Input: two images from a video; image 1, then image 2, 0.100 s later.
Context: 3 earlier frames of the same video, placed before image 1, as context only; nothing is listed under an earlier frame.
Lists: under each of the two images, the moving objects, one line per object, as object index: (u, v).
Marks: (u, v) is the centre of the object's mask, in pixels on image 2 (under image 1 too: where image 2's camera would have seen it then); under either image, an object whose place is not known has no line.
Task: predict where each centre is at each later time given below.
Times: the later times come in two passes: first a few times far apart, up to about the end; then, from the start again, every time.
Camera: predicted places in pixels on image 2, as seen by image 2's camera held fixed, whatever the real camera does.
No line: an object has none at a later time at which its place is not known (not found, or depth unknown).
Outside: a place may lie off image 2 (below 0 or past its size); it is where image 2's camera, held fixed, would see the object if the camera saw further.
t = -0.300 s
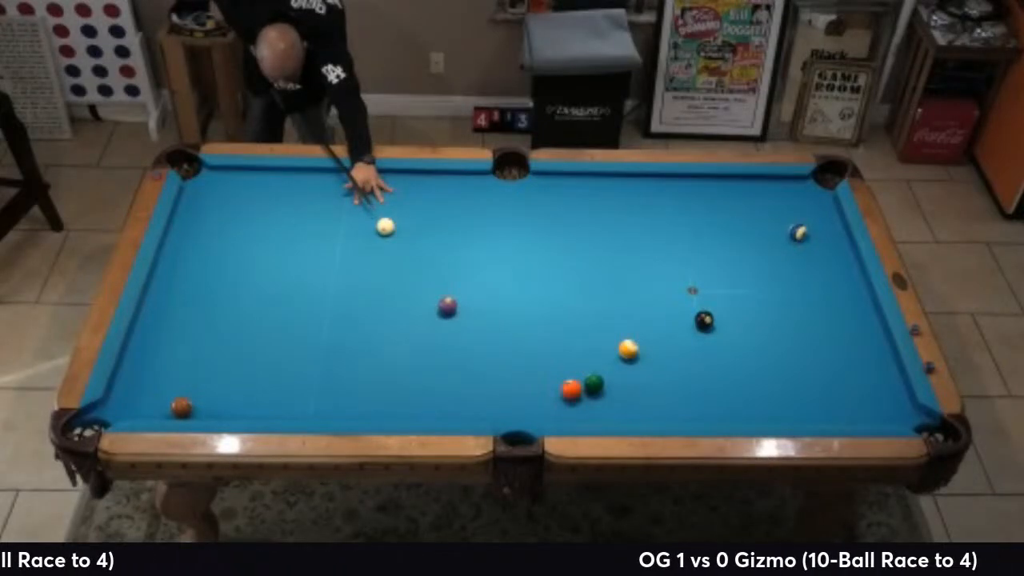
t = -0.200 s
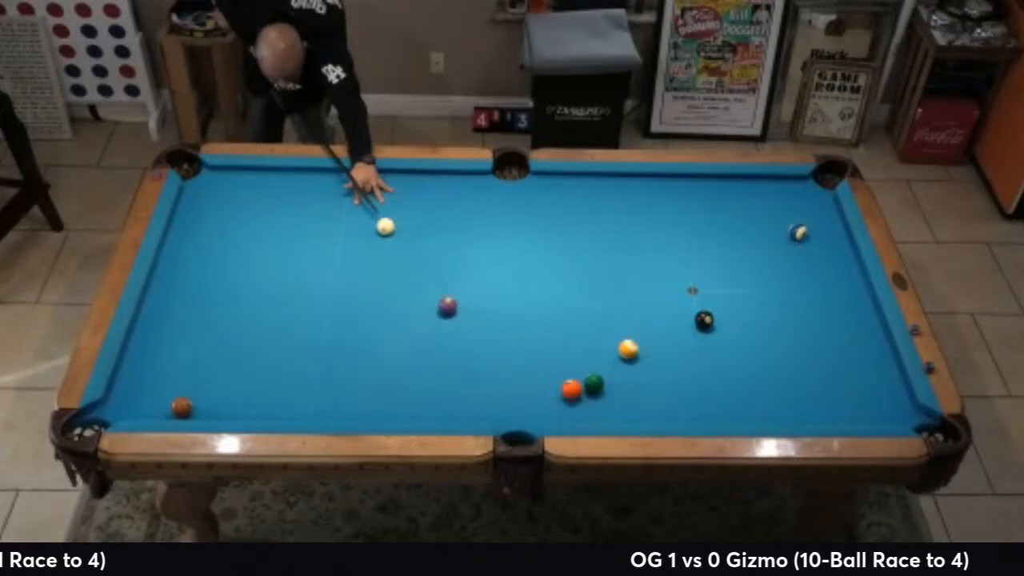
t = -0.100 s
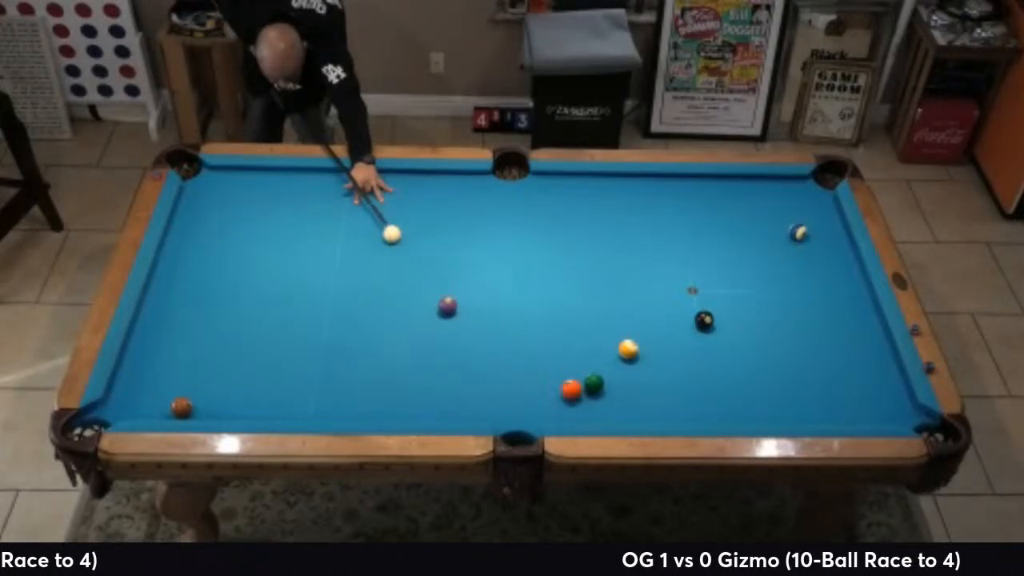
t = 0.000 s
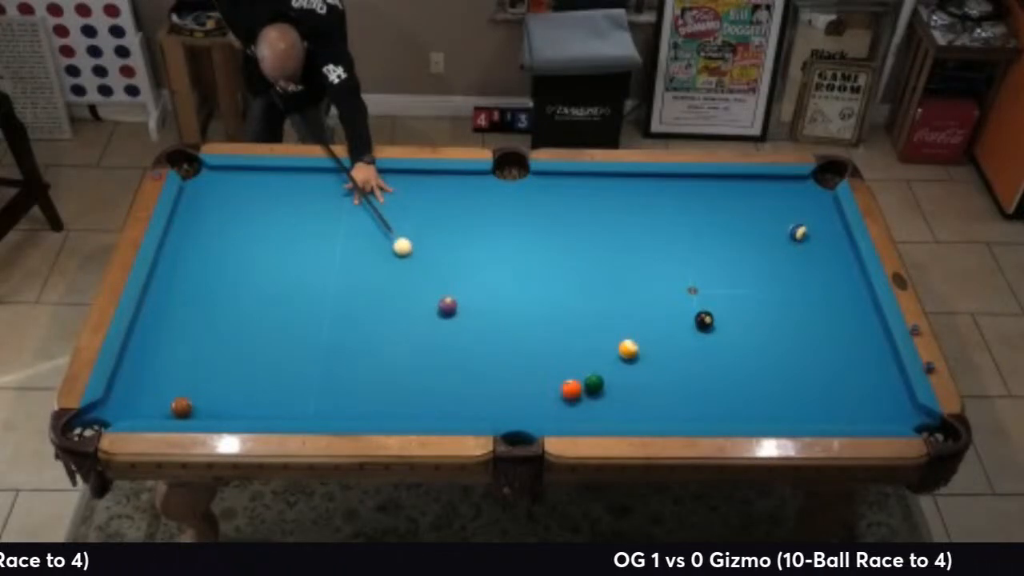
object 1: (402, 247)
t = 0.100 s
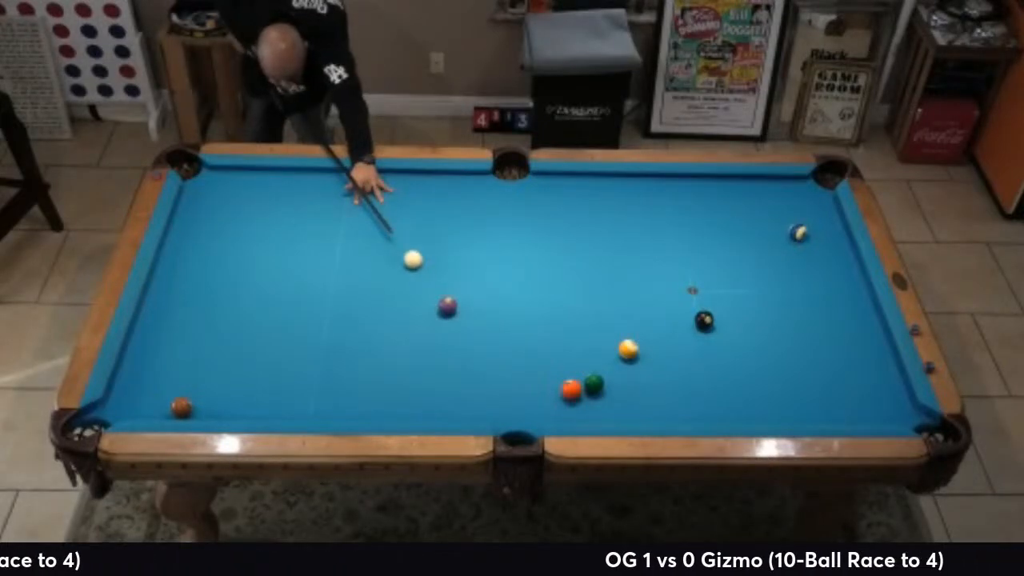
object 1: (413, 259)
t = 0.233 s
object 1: (427, 277)
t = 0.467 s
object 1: (449, 296)
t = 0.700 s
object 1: (459, 302)
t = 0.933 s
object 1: (467, 306)
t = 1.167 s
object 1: (474, 310)
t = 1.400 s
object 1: (479, 312)
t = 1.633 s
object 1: (485, 315)
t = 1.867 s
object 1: (489, 317)
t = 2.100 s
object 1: (492, 318)
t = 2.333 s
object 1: (494, 319)
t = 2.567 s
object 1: (495, 319)
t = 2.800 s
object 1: (494, 319)
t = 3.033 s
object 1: (494, 319)
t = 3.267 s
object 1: (494, 319)
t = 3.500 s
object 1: (494, 319)
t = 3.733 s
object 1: (494, 319)
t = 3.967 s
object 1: (494, 320)
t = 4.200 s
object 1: (494, 319)
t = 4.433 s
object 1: (494, 319)
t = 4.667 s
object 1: (494, 319)
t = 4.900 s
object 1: (494, 319)
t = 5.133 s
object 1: (494, 319)
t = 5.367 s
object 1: (494, 319)
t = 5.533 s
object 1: (494, 319)
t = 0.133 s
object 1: (416, 264)
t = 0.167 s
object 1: (420, 268)
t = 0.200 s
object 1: (424, 272)
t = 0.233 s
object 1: (427, 277)
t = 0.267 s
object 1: (438, 290)
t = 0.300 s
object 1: (440, 292)
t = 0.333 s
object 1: (442, 293)
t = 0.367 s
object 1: (444, 294)
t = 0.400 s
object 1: (445, 295)
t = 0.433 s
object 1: (447, 295)
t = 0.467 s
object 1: (449, 296)
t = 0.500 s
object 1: (450, 297)
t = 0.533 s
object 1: (452, 298)
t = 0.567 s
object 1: (453, 299)
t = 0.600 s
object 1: (454, 300)
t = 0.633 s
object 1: (456, 300)
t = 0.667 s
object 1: (457, 301)
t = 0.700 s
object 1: (459, 302)
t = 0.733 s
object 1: (460, 302)
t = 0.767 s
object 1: (461, 303)
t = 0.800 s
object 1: (463, 304)
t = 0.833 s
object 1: (464, 304)
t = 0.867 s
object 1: (465, 305)
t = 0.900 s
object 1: (466, 305)
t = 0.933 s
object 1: (467, 306)
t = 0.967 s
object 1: (468, 307)
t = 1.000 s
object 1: (469, 307)
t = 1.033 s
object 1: (471, 308)
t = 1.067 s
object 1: (471, 308)
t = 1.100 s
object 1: (473, 309)
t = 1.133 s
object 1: (474, 309)
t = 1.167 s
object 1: (474, 310)
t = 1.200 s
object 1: (476, 311)
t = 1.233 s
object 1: (476, 311)
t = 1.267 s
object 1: (477, 311)
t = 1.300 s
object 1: (477, 311)
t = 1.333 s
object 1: (477, 311)
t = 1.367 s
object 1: (478, 312)
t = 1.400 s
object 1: (479, 312)
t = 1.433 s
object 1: (479, 312)
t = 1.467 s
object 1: (480, 313)
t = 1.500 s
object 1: (482, 314)
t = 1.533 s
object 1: (483, 314)
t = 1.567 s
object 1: (483, 314)
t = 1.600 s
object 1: (484, 315)
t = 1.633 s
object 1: (485, 315)
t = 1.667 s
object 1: (486, 315)
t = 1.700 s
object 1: (486, 316)
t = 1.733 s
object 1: (487, 316)
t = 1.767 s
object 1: (487, 316)
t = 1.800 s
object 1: (488, 317)
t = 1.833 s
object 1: (488, 317)
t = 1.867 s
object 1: (489, 317)
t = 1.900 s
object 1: (489, 317)
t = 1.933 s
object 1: (490, 318)
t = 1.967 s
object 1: (490, 318)
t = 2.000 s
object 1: (491, 318)
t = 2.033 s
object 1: (491, 318)
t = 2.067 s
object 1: (491, 318)
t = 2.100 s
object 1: (492, 318)
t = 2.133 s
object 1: (492, 318)
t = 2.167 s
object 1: (492, 319)
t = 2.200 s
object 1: (493, 319)
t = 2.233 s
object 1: (493, 319)
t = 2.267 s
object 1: (494, 319)
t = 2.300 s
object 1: (494, 319)
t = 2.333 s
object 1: (494, 319)
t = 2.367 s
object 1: (494, 319)
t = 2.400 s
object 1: (494, 319)
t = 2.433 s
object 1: (494, 319)
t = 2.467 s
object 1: (494, 319)
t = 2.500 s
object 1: (494, 319)
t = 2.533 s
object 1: (494, 319)
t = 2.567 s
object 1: (495, 319)
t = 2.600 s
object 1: (495, 319)
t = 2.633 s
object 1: (494, 320)
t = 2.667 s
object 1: (494, 319)
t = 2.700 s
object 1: (494, 319)
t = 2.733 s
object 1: (494, 319)
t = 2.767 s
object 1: (494, 319)
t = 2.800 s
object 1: (494, 319)
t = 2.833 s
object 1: (494, 319)
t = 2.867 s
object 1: (494, 319)
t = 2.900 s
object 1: (494, 319)
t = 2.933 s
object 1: (494, 319)
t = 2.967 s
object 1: (494, 319)
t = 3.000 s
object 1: (494, 319)
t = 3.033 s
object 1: (494, 319)
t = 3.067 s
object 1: (494, 319)
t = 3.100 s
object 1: (494, 319)
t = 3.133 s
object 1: (494, 319)
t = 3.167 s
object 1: (494, 319)
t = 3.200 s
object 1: (494, 319)
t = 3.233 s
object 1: (494, 319)
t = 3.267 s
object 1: (494, 319)
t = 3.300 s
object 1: (494, 319)
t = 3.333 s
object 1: (494, 319)
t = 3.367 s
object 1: (494, 319)
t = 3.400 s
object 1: (494, 319)
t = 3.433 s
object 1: (494, 319)
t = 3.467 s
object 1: (494, 319)
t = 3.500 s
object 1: (494, 319)
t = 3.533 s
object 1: (494, 319)
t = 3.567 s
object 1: (494, 319)
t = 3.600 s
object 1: (494, 319)
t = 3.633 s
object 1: (494, 319)
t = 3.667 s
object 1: (494, 320)
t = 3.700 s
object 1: (494, 319)
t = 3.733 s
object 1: (494, 319)
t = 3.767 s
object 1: (494, 319)
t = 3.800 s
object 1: (494, 319)
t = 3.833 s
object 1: (494, 319)
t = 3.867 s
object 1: (494, 319)
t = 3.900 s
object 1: (494, 320)
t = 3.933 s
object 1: (494, 320)
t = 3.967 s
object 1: (494, 320)
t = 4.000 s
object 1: (494, 320)
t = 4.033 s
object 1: (494, 320)
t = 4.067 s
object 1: (494, 319)
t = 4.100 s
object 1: (494, 320)
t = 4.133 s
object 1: (494, 319)
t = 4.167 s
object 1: (494, 319)
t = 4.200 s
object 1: (494, 319)
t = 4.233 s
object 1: (494, 319)
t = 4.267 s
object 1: (494, 319)
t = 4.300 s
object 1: (494, 319)
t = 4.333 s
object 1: (494, 319)
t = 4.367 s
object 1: (494, 319)
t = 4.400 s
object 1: (494, 319)
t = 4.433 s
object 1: (494, 319)
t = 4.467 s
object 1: (494, 319)
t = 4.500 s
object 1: (494, 319)
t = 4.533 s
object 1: (494, 319)
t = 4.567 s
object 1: (494, 319)
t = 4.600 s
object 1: (494, 319)
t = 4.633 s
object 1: (494, 319)
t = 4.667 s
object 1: (494, 319)
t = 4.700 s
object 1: (494, 319)
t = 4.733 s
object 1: (494, 319)
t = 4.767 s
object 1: (494, 319)
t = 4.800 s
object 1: (494, 319)
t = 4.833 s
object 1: (494, 319)
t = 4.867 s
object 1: (494, 319)
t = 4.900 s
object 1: (494, 319)
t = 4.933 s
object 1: (494, 319)
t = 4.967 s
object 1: (494, 319)
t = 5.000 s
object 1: (494, 319)
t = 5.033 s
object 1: (494, 319)
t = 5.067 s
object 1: (494, 319)
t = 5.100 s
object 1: (494, 319)
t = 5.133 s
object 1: (494, 319)
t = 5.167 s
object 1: (494, 319)
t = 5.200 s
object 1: (494, 319)
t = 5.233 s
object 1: (494, 319)
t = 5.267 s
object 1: (494, 319)
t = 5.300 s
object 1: (494, 319)
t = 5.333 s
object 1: (494, 319)
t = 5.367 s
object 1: (494, 319)
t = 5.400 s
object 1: (494, 319)
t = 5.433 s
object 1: (494, 319)
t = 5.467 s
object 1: (494, 319)
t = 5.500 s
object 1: (494, 319)
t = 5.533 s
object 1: (494, 319)
